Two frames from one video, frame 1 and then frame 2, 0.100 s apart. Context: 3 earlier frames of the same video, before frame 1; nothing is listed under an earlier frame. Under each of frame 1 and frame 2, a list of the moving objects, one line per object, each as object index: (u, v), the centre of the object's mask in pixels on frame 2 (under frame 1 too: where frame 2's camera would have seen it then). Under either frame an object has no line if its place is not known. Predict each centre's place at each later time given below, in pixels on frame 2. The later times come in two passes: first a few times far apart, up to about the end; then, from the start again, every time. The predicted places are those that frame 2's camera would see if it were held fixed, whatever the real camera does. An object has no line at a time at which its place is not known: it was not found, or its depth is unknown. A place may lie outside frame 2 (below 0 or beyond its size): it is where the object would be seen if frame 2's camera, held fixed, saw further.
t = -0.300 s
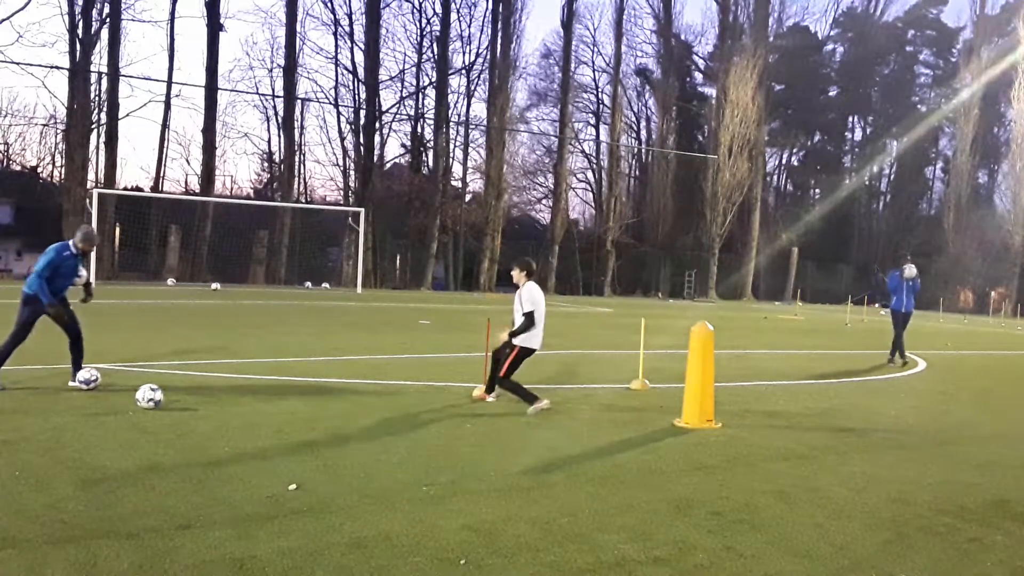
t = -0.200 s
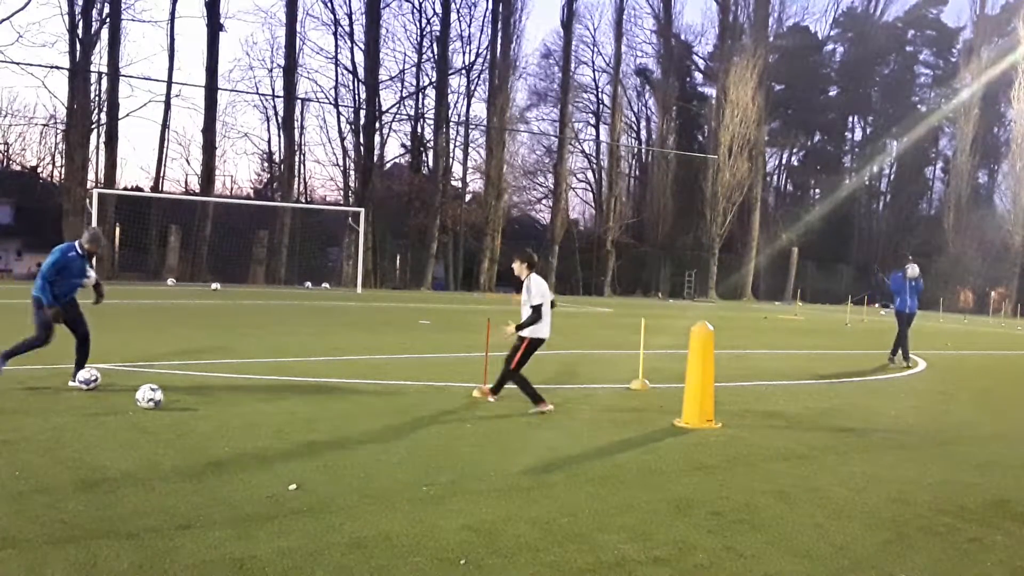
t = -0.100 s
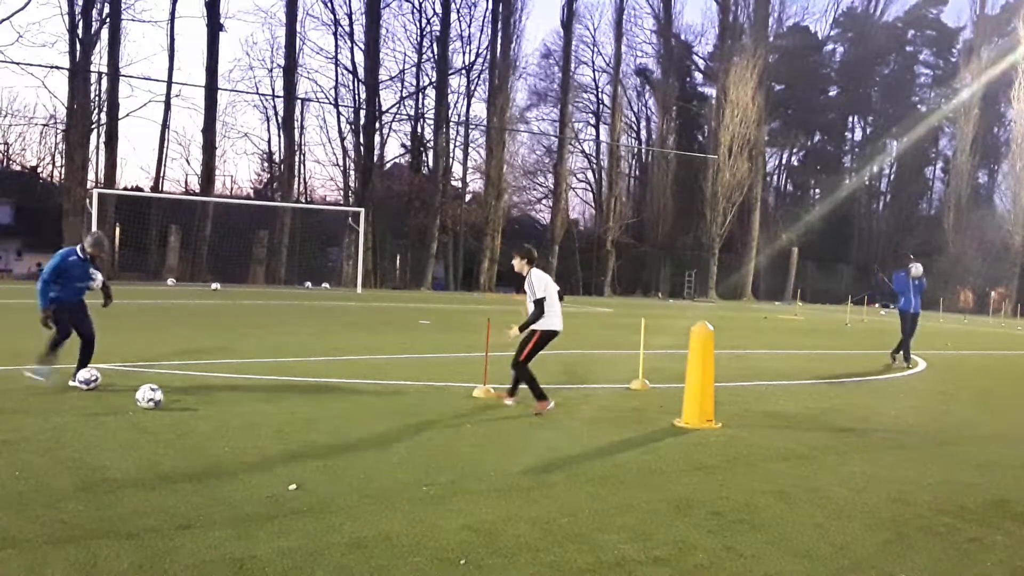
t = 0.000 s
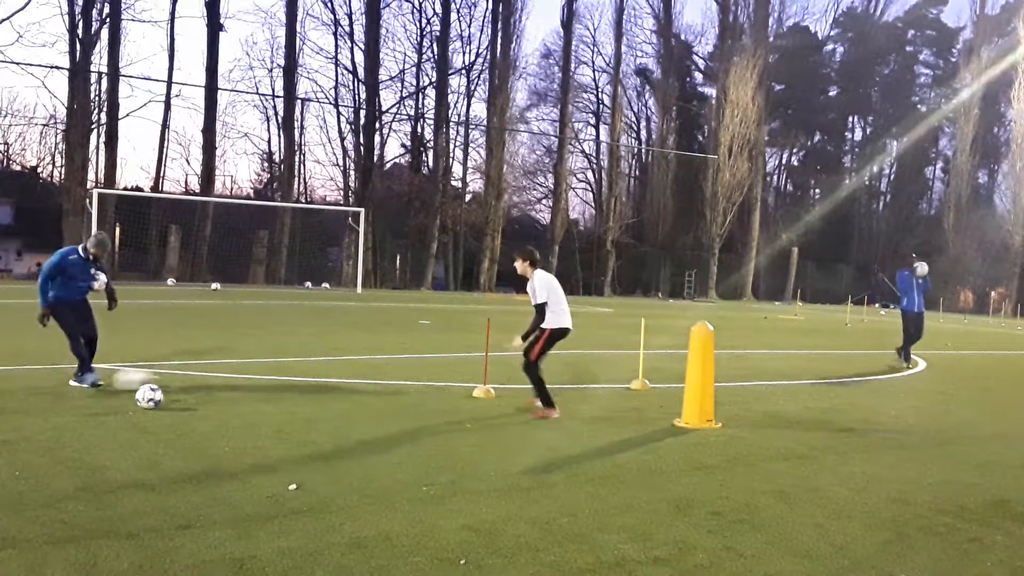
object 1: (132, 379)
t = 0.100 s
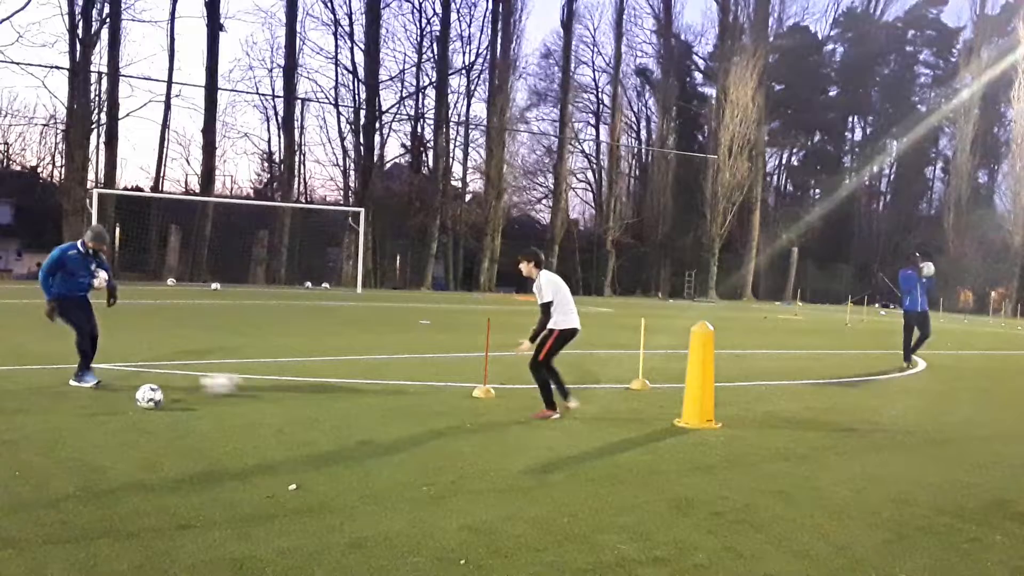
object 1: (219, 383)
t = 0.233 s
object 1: (324, 388)
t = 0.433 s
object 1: (458, 393)
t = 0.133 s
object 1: (247, 385)
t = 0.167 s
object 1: (273, 386)
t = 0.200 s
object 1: (299, 388)
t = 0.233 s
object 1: (324, 388)
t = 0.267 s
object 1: (348, 388)
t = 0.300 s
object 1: (372, 389)
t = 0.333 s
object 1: (396, 392)
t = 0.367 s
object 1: (418, 394)
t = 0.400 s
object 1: (438, 393)
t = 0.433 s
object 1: (458, 393)
